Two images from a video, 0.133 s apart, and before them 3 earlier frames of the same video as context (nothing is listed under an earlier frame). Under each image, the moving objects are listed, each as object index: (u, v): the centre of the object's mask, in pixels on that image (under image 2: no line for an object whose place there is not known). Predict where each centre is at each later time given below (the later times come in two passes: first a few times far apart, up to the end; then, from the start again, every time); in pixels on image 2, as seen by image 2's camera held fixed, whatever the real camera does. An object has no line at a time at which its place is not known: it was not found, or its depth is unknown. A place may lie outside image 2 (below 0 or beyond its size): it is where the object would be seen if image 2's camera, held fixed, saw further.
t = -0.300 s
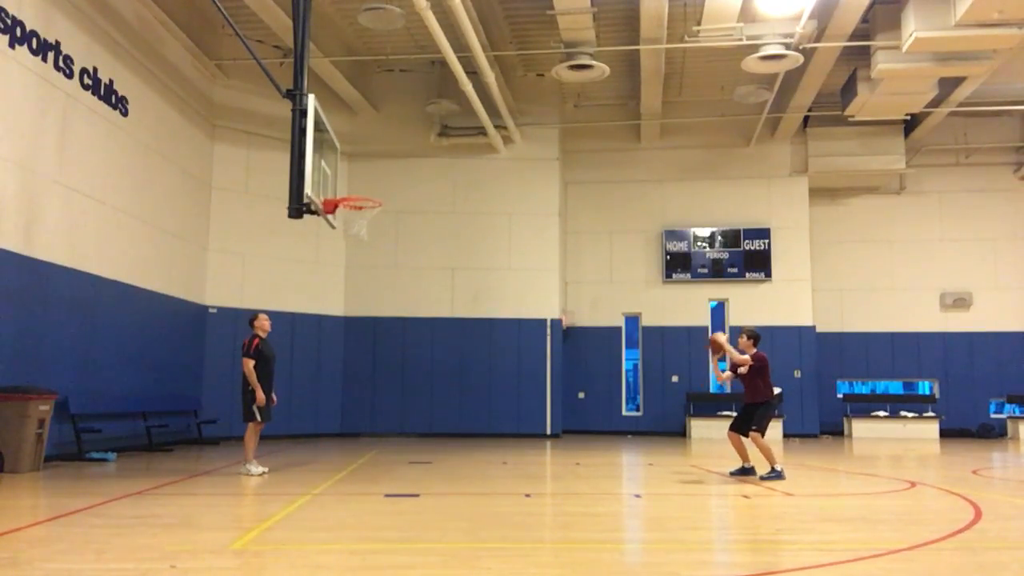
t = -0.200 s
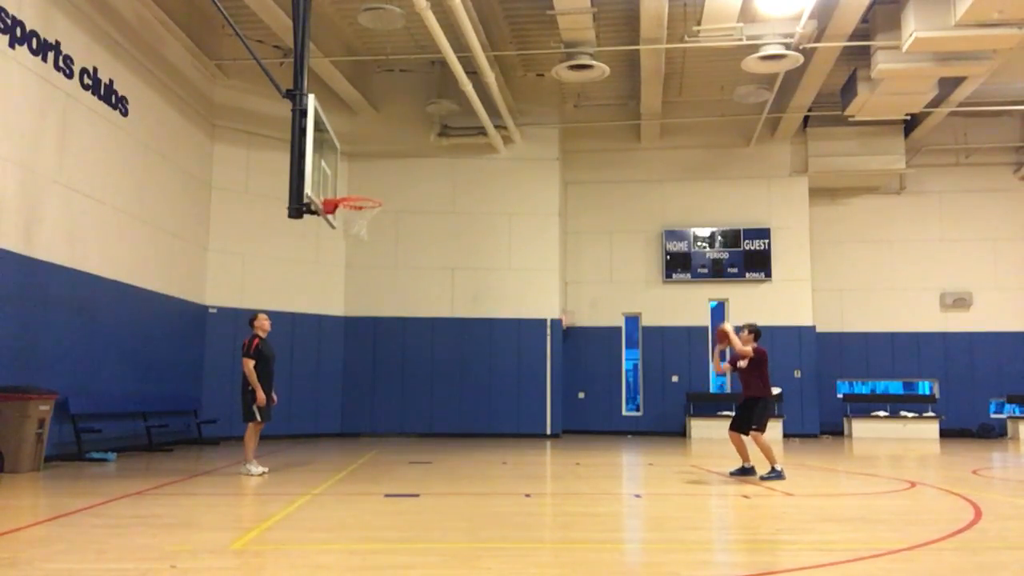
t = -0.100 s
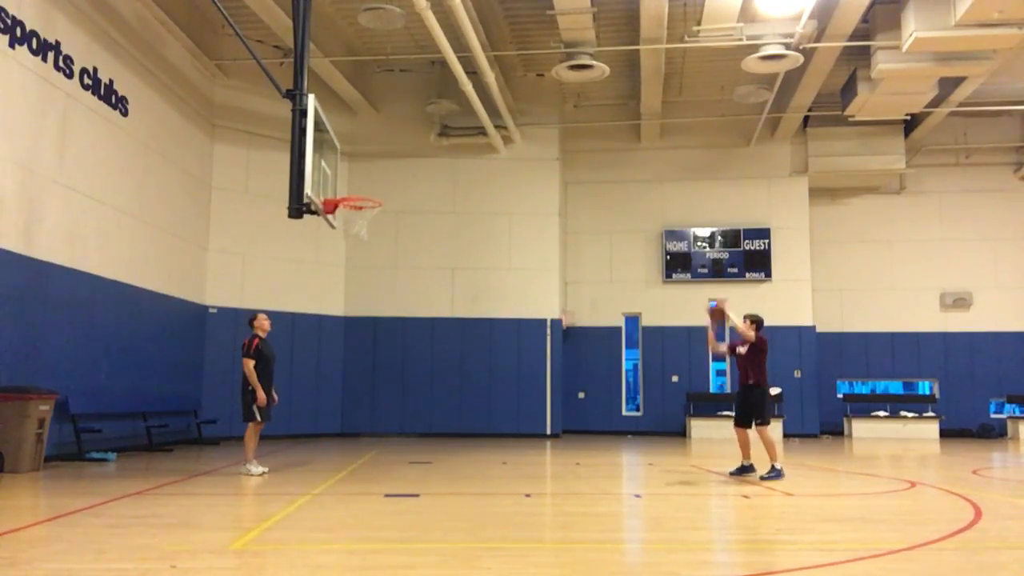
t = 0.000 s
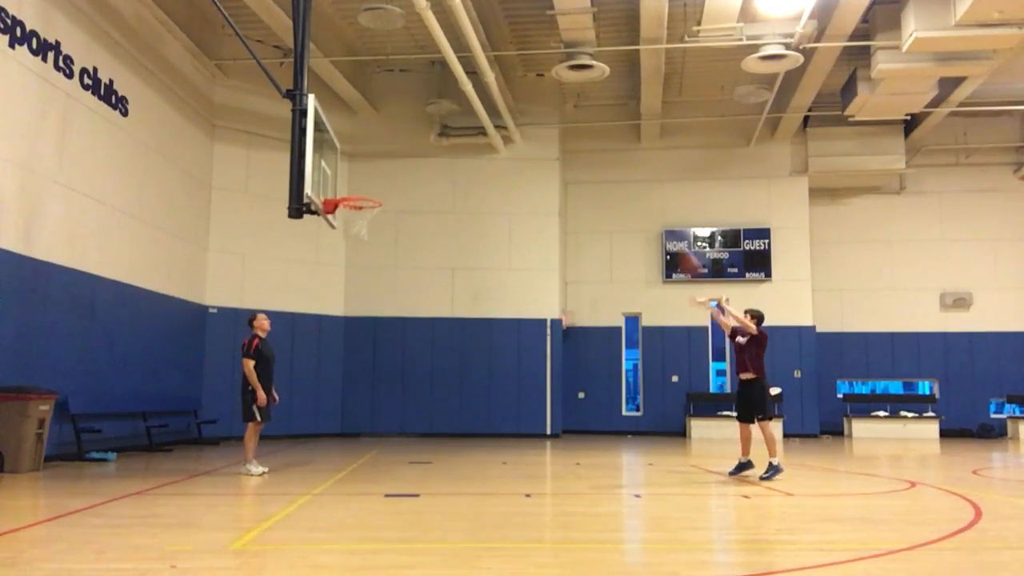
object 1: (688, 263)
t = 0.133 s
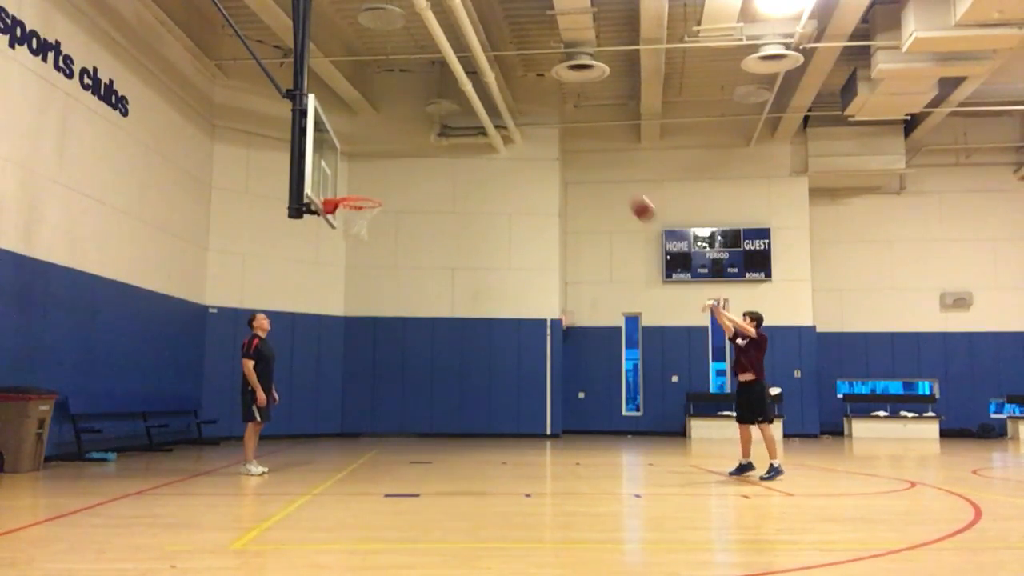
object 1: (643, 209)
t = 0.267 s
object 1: (598, 169)
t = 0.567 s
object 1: (500, 135)
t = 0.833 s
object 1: (412, 163)
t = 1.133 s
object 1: (341, 229)
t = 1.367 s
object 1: (332, 298)
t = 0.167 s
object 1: (631, 197)
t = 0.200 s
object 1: (621, 187)
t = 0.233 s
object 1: (609, 177)
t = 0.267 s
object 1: (598, 169)
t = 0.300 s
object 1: (587, 161)
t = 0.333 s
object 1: (576, 155)
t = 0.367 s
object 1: (565, 150)
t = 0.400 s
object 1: (555, 145)
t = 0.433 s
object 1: (544, 141)
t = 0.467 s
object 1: (533, 138)
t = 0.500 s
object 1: (523, 136)
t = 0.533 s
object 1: (511, 135)
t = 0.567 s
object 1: (500, 135)
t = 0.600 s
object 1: (487, 135)
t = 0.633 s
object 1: (478, 137)
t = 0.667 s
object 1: (467, 140)
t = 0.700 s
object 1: (456, 143)
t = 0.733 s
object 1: (445, 145)
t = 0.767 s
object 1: (434, 150)
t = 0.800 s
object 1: (423, 156)
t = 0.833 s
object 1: (412, 163)
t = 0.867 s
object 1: (401, 172)
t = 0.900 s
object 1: (390, 181)
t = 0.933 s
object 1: (380, 190)
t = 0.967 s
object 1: (369, 199)
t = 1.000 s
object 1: (361, 204)
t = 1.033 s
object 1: (349, 212)
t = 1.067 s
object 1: (344, 218)
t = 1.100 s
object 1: (342, 225)
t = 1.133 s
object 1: (341, 229)
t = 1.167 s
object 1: (340, 237)
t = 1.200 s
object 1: (339, 244)
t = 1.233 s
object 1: (338, 253)
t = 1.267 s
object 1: (337, 263)
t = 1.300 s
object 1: (335, 274)
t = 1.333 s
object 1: (334, 286)
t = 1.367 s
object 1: (332, 298)
